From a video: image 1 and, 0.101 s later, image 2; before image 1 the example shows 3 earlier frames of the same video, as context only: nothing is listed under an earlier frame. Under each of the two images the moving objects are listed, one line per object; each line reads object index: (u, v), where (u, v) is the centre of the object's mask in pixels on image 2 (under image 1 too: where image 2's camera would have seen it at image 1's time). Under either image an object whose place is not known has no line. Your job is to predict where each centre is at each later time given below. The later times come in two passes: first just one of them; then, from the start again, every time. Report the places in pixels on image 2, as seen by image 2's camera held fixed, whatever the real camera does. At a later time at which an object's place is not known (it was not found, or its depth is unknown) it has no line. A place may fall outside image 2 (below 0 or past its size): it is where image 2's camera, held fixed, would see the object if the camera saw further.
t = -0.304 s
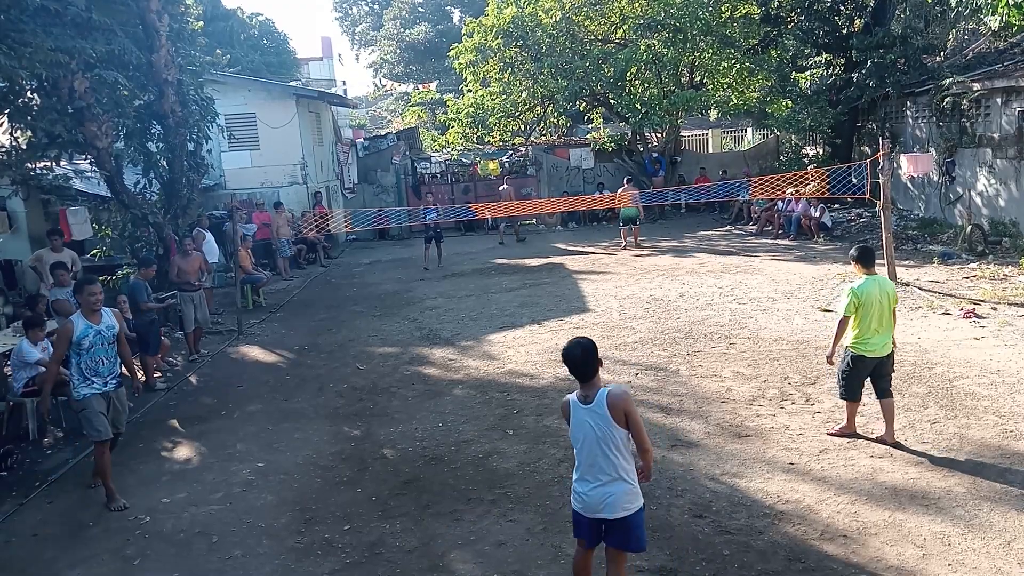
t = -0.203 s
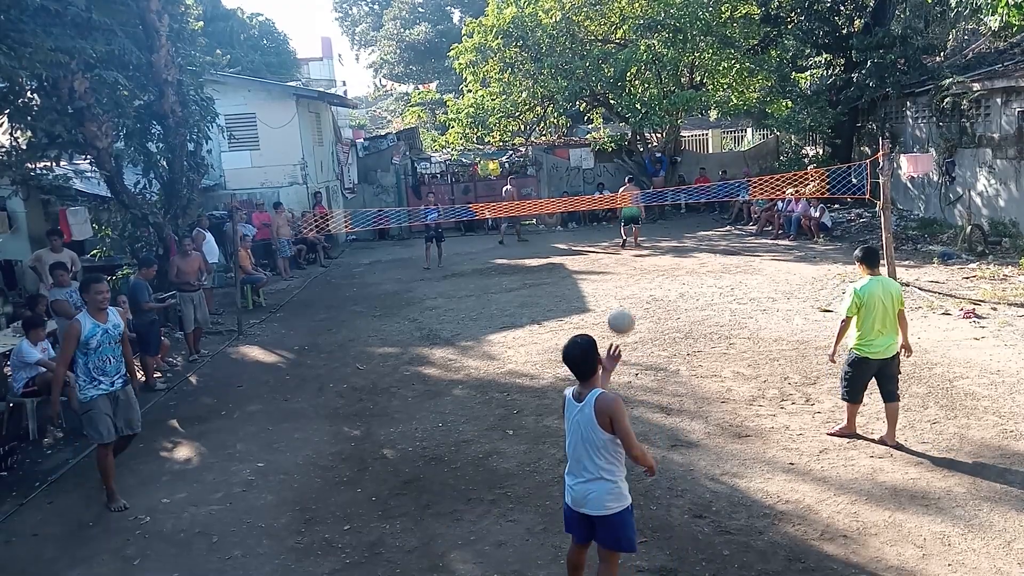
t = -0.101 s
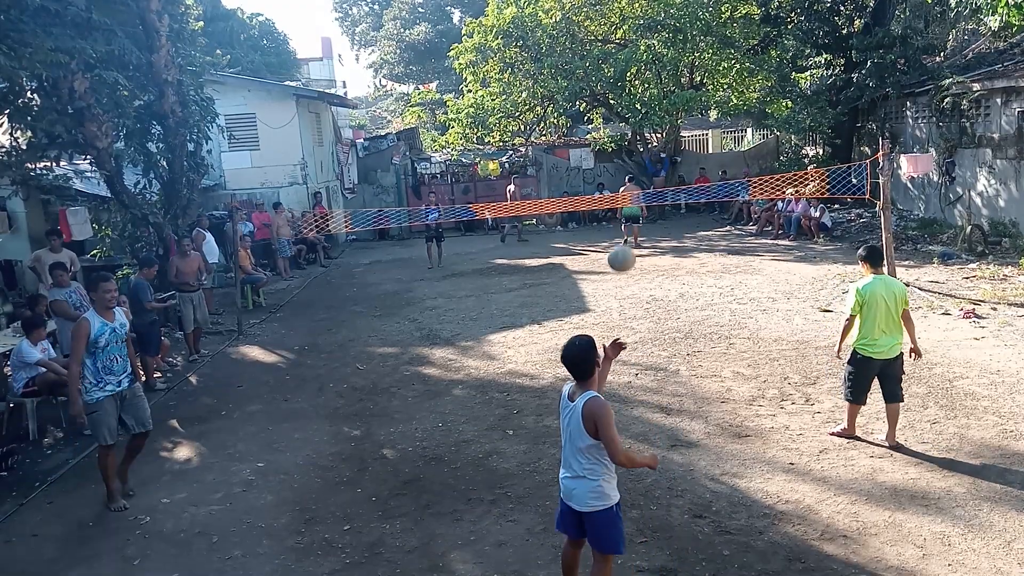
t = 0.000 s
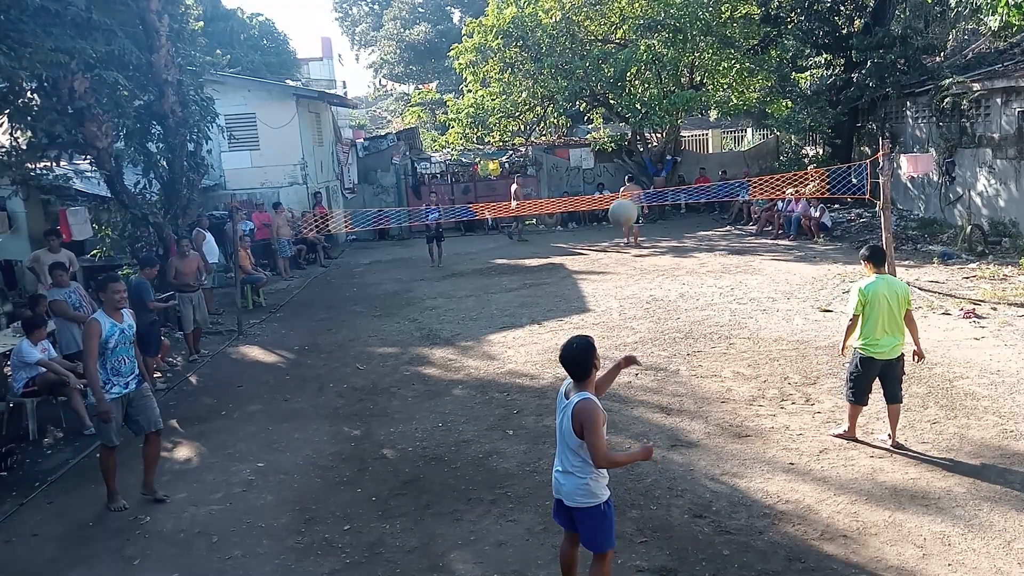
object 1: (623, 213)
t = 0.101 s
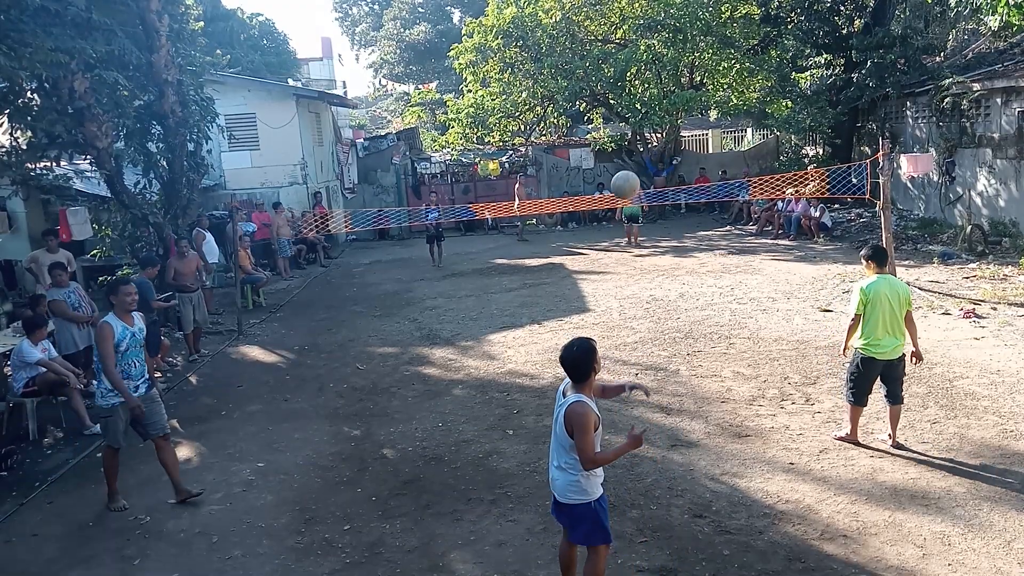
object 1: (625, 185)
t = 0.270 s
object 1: (631, 180)
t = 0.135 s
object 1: (626, 180)
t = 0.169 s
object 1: (627, 177)
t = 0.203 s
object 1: (628, 176)
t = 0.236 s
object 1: (629, 177)
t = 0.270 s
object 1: (631, 180)
